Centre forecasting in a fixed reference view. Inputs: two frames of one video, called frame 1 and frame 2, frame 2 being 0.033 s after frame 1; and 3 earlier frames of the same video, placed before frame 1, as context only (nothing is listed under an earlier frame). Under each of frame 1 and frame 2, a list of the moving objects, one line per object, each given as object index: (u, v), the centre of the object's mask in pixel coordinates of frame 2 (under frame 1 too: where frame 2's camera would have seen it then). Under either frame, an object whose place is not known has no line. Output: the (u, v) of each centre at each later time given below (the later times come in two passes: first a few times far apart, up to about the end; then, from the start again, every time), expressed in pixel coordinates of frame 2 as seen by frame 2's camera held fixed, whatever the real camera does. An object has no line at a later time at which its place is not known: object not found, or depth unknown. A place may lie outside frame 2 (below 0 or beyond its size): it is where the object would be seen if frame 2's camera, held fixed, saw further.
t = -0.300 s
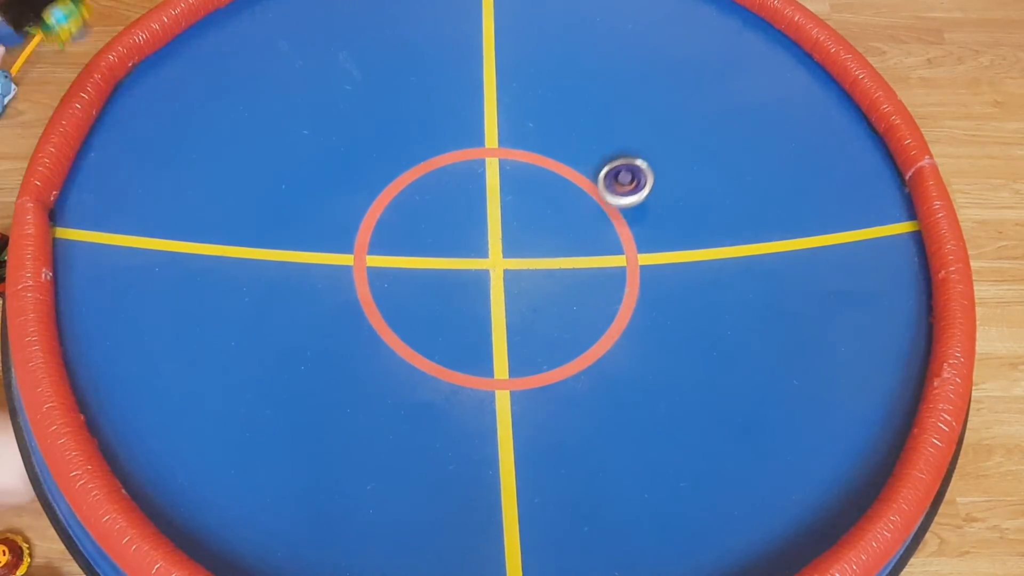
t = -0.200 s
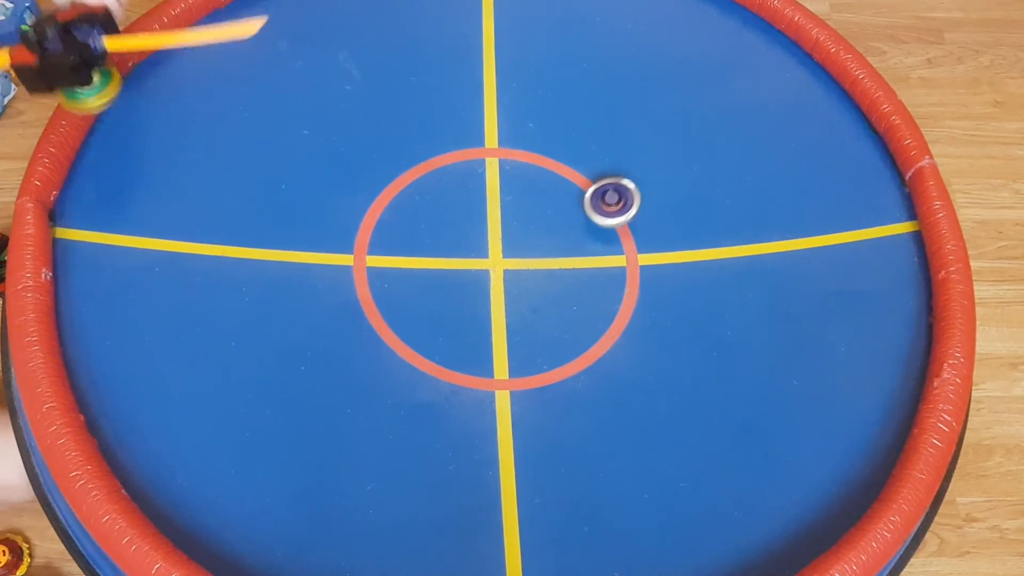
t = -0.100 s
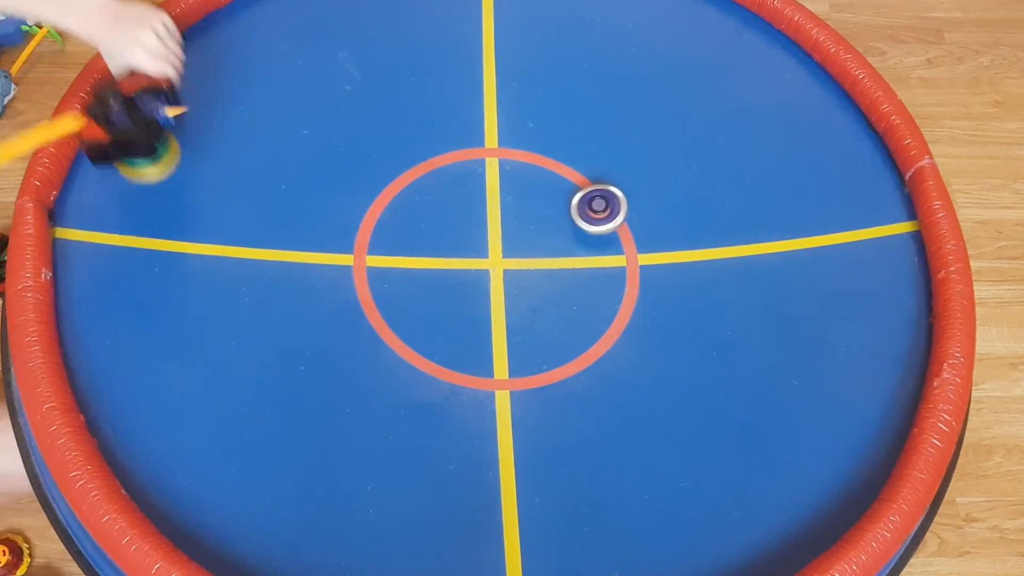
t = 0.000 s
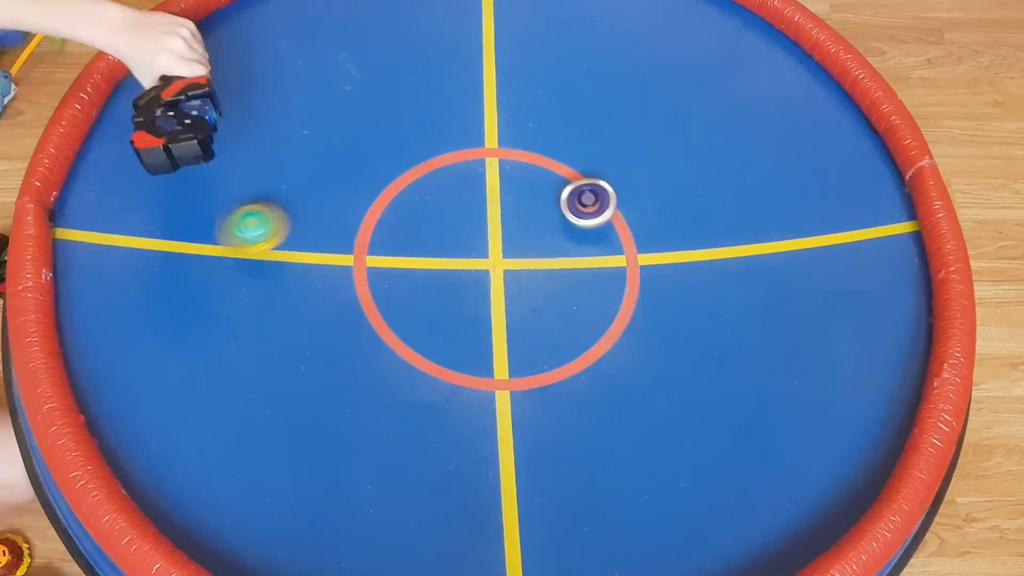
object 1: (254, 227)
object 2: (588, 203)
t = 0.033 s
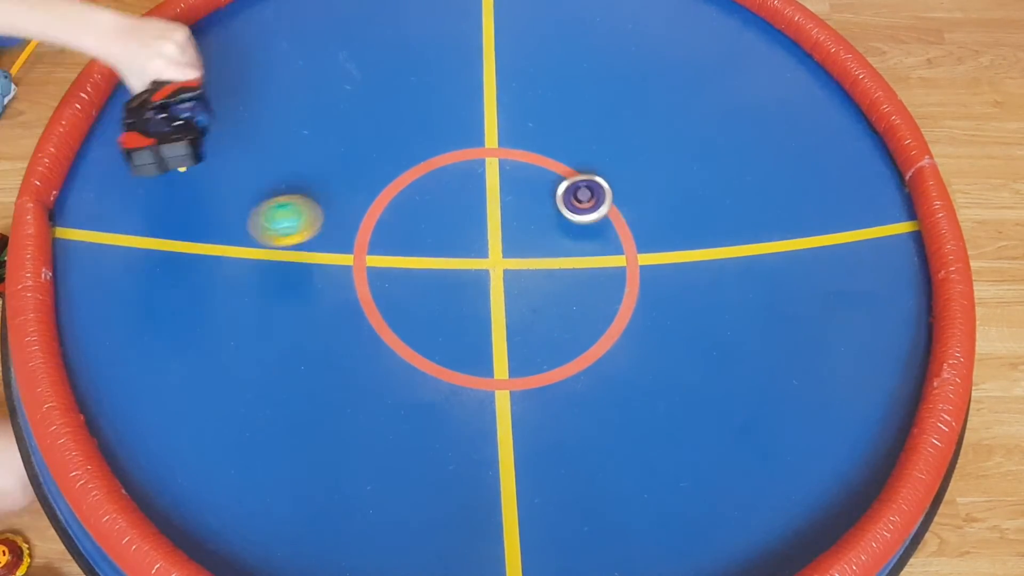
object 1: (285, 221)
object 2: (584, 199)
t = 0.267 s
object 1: (512, 240)
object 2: (553, 163)
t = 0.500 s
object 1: (655, 222)
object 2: (526, 130)
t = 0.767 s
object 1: (709, 209)
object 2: (500, 106)
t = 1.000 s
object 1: (691, 221)
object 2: (478, 92)
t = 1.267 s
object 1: (664, 240)
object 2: (454, 96)
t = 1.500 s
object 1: (660, 232)
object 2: (436, 118)
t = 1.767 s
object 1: (651, 218)
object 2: (409, 156)
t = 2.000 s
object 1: (636, 206)
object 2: (385, 191)
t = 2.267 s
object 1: (613, 194)
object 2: (364, 230)
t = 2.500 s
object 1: (589, 189)
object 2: (352, 265)
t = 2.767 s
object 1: (559, 187)
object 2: (346, 305)
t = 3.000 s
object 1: (530, 189)
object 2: (350, 337)
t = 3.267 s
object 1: (496, 194)
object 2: (371, 363)
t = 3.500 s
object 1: (467, 202)
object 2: (406, 372)
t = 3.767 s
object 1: (439, 214)
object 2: (458, 374)
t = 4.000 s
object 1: (418, 228)
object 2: (507, 369)
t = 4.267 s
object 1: (400, 246)
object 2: (565, 358)
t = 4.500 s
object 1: (393, 263)
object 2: (616, 342)
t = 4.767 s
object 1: (394, 283)
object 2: (660, 323)
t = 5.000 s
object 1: (406, 298)
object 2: (688, 304)
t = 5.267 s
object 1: (426, 311)
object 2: (692, 281)
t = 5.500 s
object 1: (452, 320)
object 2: (691, 254)
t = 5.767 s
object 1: (486, 326)
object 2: (677, 226)
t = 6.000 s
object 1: (517, 328)
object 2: (652, 204)
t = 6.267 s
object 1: (551, 323)
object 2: (618, 182)
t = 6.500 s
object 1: (579, 315)
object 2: (585, 167)
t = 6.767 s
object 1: (605, 301)
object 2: (545, 156)
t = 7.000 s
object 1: (624, 286)
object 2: (509, 154)
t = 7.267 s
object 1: (640, 267)
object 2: (469, 158)
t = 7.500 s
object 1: (646, 250)
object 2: (435, 169)
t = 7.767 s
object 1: (644, 232)
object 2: (404, 187)
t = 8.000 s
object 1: (632, 219)
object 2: (385, 209)
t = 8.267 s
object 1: (615, 208)
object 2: (374, 239)
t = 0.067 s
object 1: (320, 219)
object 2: (580, 194)
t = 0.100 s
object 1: (356, 223)
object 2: (575, 189)
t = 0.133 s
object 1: (393, 234)
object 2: (571, 184)
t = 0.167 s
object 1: (427, 248)
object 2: (566, 178)
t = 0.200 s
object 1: (456, 241)
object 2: (562, 173)
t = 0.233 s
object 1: (484, 238)
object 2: (557, 168)
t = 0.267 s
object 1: (512, 240)
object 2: (553, 163)
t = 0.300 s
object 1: (537, 247)
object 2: (549, 157)
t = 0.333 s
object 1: (563, 253)
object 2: (545, 152)
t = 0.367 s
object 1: (584, 239)
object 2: (540, 147)
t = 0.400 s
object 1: (604, 231)
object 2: (537, 143)
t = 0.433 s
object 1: (623, 229)
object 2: (533, 138)
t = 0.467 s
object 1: (639, 232)
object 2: (530, 134)
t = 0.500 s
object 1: (655, 222)
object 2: (526, 130)
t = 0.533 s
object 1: (668, 214)
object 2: (523, 127)
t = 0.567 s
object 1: (679, 213)
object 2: (519, 122)
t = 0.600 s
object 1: (689, 213)
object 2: (516, 119)
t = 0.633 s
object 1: (697, 208)
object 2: (513, 116)
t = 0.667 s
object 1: (703, 210)
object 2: (510, 114)
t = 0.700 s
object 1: (706, 215)
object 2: (507, 111)
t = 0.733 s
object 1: (709, 209)
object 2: (504, 108)
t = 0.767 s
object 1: (709, 209)
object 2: (500, 106)
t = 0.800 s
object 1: (708, 210)
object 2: (497, 104)
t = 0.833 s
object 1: (706, 211)
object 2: (494, 101)
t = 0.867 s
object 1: (703, 213)
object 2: (491, 99)
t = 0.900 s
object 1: (700, 214)
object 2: (487, 96)
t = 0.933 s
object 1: (698, 215)
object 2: (484, 95)
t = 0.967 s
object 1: (694, 220)
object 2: (481, 94)
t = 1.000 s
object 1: (691, 221)
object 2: (478, 92)
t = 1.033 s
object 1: (687, 224)
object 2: (475, 92)
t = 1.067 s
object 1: (683, 227)
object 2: (472, 91)
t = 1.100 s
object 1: (680, 231)
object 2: (469, 91)
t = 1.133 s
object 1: (676, 235)
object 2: (465, 91)
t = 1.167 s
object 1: (673, 237)
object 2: (462, 92)
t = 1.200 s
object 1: (669, 239)
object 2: (460, 93)
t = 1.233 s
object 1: (666, 240)
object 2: (457, 95)
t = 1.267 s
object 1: (664, 240)
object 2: (454, 96)
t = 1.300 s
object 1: (663, 239)
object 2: (451, 98)
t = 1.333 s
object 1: (662, 239)
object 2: (449, 101)
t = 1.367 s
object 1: (662, 238)
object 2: (446, 104)
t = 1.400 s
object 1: (661, 237)
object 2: (444, 107)
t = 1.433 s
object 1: (661, 235)
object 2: (441, 111)
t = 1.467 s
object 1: (660, 233)
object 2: (439, 114)
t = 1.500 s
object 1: (660, 232)
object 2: (436, 118)
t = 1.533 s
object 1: (659, 230)
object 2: (433, 122)
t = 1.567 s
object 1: (659, 229)
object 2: (430, 127)
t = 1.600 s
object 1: (658, 227)
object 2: (427, 132)
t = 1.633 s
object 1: (657, 226)
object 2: (424, 136)
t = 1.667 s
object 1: (656, 224)
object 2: (420, 142)
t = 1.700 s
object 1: (654, 222)
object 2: (416, 146)
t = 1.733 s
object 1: (653, 220)
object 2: (413, 151)
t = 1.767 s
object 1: (651, 218)
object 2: (409, 156)
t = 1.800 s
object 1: (649, 216)
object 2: (406, 161)
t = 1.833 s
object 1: (647, 214)
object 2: (402, 166)
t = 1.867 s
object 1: (645, 211)
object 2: (399, 171)
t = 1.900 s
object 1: (643, 209)
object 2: (395, 176)
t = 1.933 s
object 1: (641, 208)
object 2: (392, 180)
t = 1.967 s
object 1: (639, 207)
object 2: (388, 185)
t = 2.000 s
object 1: (636, 206)
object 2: (385, 191)
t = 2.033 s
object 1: (634, 204)
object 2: (382, 196)
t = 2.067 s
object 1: (631, 203)
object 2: (379, 200)
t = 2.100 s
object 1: (628, 201)
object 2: (376, 205)
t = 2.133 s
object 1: (625, 199)
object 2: (374, 210)
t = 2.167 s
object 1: (622, 198)
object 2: (371, 215)
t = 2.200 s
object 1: (620, 197)
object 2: (369, 220)
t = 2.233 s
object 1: (616, 196)
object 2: (366, 225)
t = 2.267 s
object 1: (613, 194)
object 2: (364, 230)
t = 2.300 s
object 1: (610, 194)
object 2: (362, 236)
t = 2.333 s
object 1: (607, 193)
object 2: (361, 241)
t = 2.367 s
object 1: (604, 192)
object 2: (359, 245)
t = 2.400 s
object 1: (600, 191)
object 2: (357, 250)
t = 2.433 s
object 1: (596, 190)
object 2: (355, 255)
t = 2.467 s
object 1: (593, 189)
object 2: (353, 260)
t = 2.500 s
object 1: (589, 189)
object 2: (352, 265)
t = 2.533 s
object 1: (586, 188)
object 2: (350, 270)
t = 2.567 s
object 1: (582, 187)
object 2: (349, 275)
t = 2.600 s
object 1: (578, 187)
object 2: (348, 281)
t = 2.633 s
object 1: (575, 187)
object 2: (347, 286)
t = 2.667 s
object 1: (571, 186)
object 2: (346, 291)
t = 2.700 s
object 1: (567, 186)
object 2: (346, 296)
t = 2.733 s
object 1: (563, 187)
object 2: (346, 300)
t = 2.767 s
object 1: (559, 187)
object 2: (346, 305)
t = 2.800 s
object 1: (555, 187)
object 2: (346, 310)
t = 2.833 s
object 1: (551, 187)
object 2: (346, 315)
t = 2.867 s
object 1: (547, 188)
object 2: (347, 319)
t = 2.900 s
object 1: (543, 188)
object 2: (348, 324)
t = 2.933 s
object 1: (538, 189)
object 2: (348, 329)
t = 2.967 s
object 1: (534, 189)
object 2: (349, 333)
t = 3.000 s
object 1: (530, 189)
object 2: (350, 337)
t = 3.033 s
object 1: (526, 190)
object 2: (351, 341)
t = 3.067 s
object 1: (521, 190)
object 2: (353, 345)
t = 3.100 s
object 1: (517, 191)
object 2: (355, 348)
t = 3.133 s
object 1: (513, 191)
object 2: (358, 352)
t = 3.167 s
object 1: (509, 192)
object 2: (360, 355)
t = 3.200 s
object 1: (505, 193)
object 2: (364, 358)
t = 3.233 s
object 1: (501, 193)
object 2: (367, 360)
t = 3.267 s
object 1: (496, 194)
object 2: (371, 363)
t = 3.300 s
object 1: (492, 194)
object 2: (375, 364)
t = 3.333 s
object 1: (487, 195)
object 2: (379, 366)
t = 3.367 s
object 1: (483, 196)
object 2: (384, 367)
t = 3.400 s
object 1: (479, 198)
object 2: (389, 369)
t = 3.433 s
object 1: (475, 199)
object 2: (394, 370)
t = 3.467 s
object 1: (471, 201)
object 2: (400, 371)
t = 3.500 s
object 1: (467, 202)
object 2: (406, 372)
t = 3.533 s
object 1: (464, 204)
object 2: (411, 373)
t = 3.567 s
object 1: (460, 205)
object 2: (418, 373)
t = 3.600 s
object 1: (456, 206)
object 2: (424, 374)
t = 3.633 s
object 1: (452, 207)
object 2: (431, 374)
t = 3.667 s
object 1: (449, 209)
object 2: (437, 374)
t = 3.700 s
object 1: (445, 210)
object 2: (444, 374)
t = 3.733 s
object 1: (442, 212)
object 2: (451, 374)
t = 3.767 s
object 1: (439, 214)
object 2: (458, 374)
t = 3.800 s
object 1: (435, 216)
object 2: (465, 374)
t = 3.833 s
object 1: (432, 218)
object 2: (472, 373)
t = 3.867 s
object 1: (429, 220)
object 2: (479, 372)
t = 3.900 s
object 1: (426, 222)
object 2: (486, 372)
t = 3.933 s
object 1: (424, 224)
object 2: (493, 371)
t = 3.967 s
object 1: (421, 226)
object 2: (500, 371)
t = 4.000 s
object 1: (418, 228)
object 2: (507, 369)
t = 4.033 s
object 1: (416, 230)
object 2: (514, 368)
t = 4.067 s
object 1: (414, 232)
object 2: (521, 367)
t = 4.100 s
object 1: (411, 234)
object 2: (529, 366)
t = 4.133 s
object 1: (409, 237)
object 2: (535, 364)
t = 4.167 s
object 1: (407, 239)
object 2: (542, 363)
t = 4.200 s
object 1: (404, 241)
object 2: (550, 361)
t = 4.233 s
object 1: (402, 244)
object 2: (557, 359)
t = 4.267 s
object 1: (400, 246)
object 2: (565, 358)
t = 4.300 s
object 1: (399, 249)
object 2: (573, 356)
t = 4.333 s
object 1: (397, 252)
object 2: (581, 354)
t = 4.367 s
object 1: (396, 254)
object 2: (588, 352)
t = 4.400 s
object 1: (395, 256)
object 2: (595, 350)
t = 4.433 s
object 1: (394, 259)
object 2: (602, 348)
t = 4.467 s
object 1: (394, 261)
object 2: (609, 345)
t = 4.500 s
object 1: (393, 263)
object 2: (616, 342)
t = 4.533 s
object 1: (393, 266)
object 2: (623, 340)
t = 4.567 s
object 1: (393, 268)
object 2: (629, 338)
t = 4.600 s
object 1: (393, 271)
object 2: (636, 335)
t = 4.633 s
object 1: (392, 273)
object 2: (641, 333)
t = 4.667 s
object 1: (393, 276)
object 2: (647, 331)
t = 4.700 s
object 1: (393, 279)
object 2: (651, 328)
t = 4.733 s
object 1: (393, 281)
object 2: (656, 325)
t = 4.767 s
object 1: (394, 283)
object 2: (660, 323)
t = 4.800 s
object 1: (396, 286)
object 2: (664, 320)
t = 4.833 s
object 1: (397, 289)
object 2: (669, 317)
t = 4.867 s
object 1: (398, 291)
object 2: (674, 315)
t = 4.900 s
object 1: (400, 293)
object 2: (678, 312)
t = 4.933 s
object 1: (402, 295)
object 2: (681, 308)
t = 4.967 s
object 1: (404, 296)
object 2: (685, 306)
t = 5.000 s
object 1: (406, 298)
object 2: (688, 304)
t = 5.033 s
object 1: (408, 300)
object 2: (688, 302)
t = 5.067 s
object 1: (411, 302)
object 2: (688, 300)
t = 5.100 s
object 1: (413, 303)
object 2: (689, 296)
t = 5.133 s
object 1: (415, 305)
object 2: (690, 293)
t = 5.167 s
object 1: (418, 306)
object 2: (691, 290)
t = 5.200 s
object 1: (420, 308)
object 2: (691, 287)
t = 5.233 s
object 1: (423, 310)
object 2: (692, 284)
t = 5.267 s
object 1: (426, 311)
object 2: (692, 281)
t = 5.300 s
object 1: (429, 312)
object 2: (692, 277)
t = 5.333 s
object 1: (432, 313)
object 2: (693, 273)
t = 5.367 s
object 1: (436, 315)
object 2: (693, 270)
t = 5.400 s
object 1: (440, 316)
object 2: (692, 266)
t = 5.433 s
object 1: (444, 317)
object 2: (692, 262)
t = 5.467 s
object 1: (447, 318)
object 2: (692, 258)
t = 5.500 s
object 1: (452, 320)
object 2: (691, 254)
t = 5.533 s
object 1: (456, 321)
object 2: (690, 250)
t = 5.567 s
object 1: (460, 322)
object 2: (689, 247)
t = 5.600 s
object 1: (464, 323)
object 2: (687, 243)
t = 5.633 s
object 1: (467, 323)
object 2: (686, 240)
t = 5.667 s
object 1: (471, 324)
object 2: (684, 237)
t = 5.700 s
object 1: (477, 325)
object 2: (682, 233)
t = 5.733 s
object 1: (481, 326)
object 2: (680, 230)
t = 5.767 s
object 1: (486, 326)
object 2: (677, 226)
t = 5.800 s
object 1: (490, 327)
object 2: (674, 223)
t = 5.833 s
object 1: (495, 327)
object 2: (671, 219)
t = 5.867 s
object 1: (499, 328)
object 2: (667, 216)
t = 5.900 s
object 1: (504, 328)
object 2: (663, 213)
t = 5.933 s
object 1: (508, 328)
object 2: (660, 210)
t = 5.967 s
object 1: (512, 328)
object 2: (656, 207)
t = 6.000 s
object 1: (517, 328)
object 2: (652, 204)
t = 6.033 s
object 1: (521, 328)
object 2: (648, 201)
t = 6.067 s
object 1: (525, 328)
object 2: (644, 198)
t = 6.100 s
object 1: (529, 327)
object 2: (640, 195)
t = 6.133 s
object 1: (534, 326)
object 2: (635, 192)
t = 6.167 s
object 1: (538, 326)
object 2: (631, 189)
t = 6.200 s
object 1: (542, 325)
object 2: (627, 186)
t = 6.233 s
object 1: (546, 324)
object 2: (622, 184)
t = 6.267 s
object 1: (551, 323)
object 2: (618, 182)
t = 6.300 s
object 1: (555, 322)
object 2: (613, 179)
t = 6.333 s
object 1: (559, 321)
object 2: (609, 177)
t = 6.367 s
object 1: (563, 320)
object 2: (604, 175)
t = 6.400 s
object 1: (567, 319)
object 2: (599, 173)
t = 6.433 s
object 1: (571, 318)
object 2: (594, 171)
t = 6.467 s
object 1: (575, 317)
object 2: (590, 169)
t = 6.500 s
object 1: (579, 315)
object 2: (585, 167)
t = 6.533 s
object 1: (582, 314)
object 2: (580, 165)
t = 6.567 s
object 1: (586, 312)
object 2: (575, 163)
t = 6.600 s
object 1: (589, 310)
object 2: (570, 161)
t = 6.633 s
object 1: (592, 308)
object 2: (565, 160)
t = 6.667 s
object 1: (595, 307)
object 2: (559, 159)
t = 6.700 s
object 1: (599, 305)
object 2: (555, 158)
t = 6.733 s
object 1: (602, 303)
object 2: (550, 157)
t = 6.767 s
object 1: (605, 301)
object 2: (545, 156)
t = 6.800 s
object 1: (608, 298)
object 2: (540, 155)
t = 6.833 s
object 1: (611, 296)
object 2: (535, 155)
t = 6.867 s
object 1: (614, 294)
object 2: (530, 154)
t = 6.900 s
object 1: (616, 292)
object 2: (524, 154)
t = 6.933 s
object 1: (619, 290)
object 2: (519, 154)
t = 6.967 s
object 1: (622, 288)
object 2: (514, 154)
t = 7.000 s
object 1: (624, 286)
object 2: (509, 154)
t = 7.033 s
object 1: (626, 284)
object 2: (504, 154)
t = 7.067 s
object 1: (629, 281)
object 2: (499, 155)
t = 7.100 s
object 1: (631, 279)
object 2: (494, 155)
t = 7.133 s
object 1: (633, 277)
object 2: (488, 155)
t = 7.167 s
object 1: (635, 275)
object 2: (483, 156)
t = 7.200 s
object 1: (637, 272)
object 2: (479, 157)
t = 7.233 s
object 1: (638, 270)
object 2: (474, 157)
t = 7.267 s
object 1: (640, 267)
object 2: (469, 158)
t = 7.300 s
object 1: (641, 265)
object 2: (464, 159)
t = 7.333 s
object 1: (642, 262)
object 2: (459, 160)
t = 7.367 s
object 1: (643, 260)
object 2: (454, 161)
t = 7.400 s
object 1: (644, 257)
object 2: (449, 163)
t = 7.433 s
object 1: (645, 255)
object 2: (444, 165)
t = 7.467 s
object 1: (645, 252)
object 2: (439, 167)
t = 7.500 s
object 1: (646, 250)
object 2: (435, 169)
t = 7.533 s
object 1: (646, 248)
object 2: (431, 170)
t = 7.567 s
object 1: (647, 246)
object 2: (426, 173)
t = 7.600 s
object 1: (647, 243)
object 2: (422, 175)
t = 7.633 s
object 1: (647, 241)
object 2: (418, 177)
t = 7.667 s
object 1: (646, 239)
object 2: (414, 179)
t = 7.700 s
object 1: (645, 236)
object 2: (410, 182)
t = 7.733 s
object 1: (645, 234)
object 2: (407, 185)
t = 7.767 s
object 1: (644, 232)
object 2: (404, 187)
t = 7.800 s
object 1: (643, 230)
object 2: (401, 190)
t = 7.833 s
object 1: (641, 228)
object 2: (398, 193)
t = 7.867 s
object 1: (639, 226)
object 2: (395, 196)
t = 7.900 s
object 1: (637, 224)
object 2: (392, 199)
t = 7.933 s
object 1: (635, 222)
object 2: (390, 202)
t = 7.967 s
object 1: (634, 221)
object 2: (387, 206)
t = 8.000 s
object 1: (632, 219)
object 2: (385, 209)
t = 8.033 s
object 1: (630, 217)
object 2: (382, 212)
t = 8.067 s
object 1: (629, 216)
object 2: (381, 216)
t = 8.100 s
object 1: (627, 214)
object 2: (379, 219)
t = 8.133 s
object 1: (625, 213)
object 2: (377, 223)
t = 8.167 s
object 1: (622, 212)
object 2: (376, 227)
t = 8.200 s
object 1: (620, 210)
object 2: (375, 231)
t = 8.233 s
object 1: (617, 209)
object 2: (374, 235)
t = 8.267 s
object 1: (615, 208)
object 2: (374, 239)
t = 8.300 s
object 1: (612, 207)
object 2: (373, 243)
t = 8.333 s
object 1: (609, 206)
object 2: (373, 247)
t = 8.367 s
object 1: (606, 205)
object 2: (372, 251)
